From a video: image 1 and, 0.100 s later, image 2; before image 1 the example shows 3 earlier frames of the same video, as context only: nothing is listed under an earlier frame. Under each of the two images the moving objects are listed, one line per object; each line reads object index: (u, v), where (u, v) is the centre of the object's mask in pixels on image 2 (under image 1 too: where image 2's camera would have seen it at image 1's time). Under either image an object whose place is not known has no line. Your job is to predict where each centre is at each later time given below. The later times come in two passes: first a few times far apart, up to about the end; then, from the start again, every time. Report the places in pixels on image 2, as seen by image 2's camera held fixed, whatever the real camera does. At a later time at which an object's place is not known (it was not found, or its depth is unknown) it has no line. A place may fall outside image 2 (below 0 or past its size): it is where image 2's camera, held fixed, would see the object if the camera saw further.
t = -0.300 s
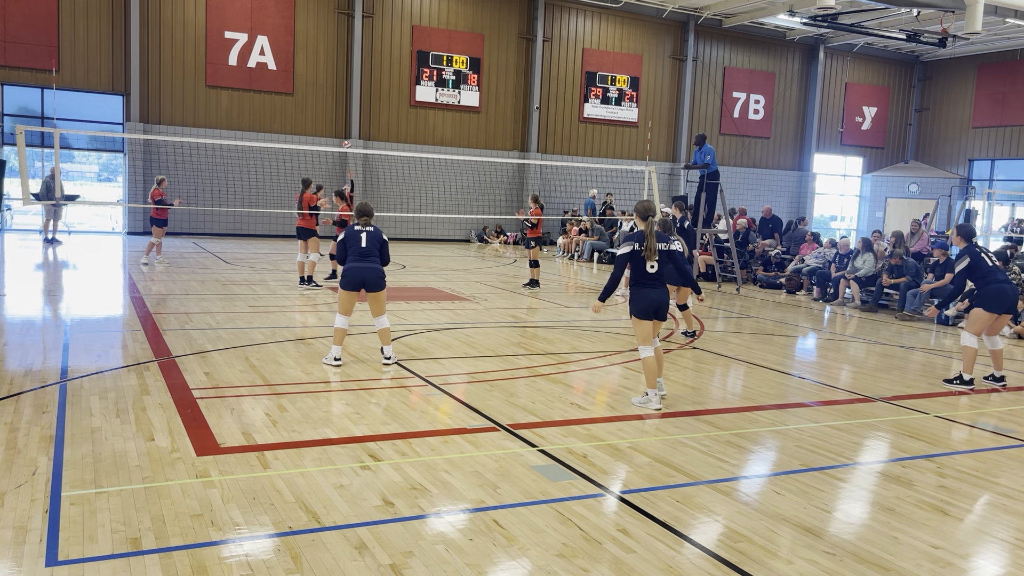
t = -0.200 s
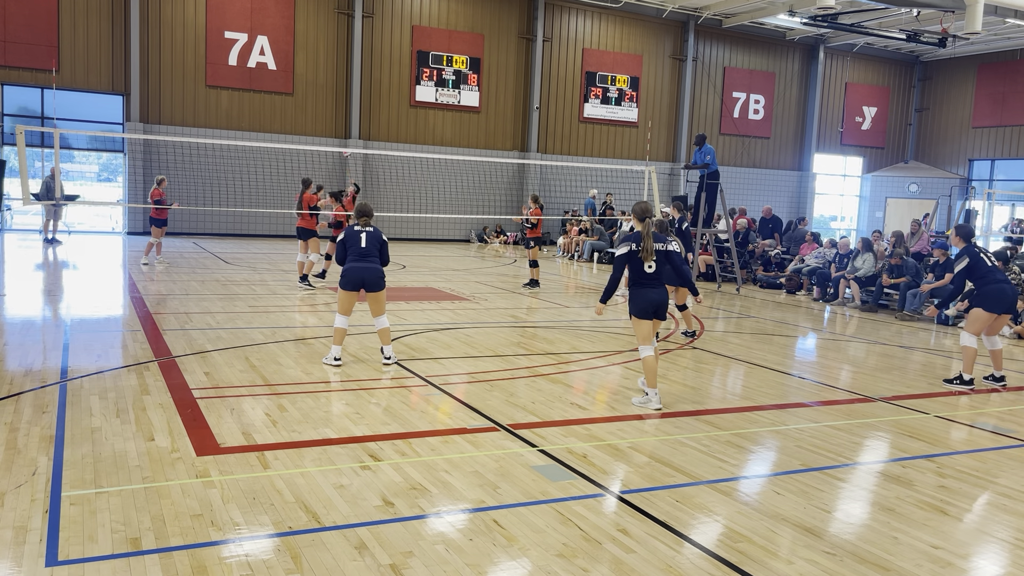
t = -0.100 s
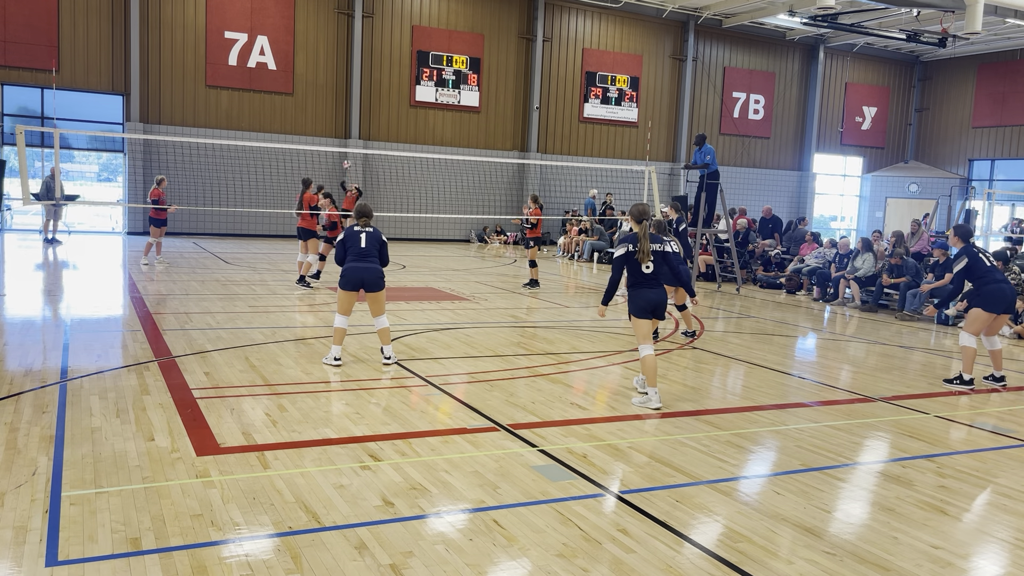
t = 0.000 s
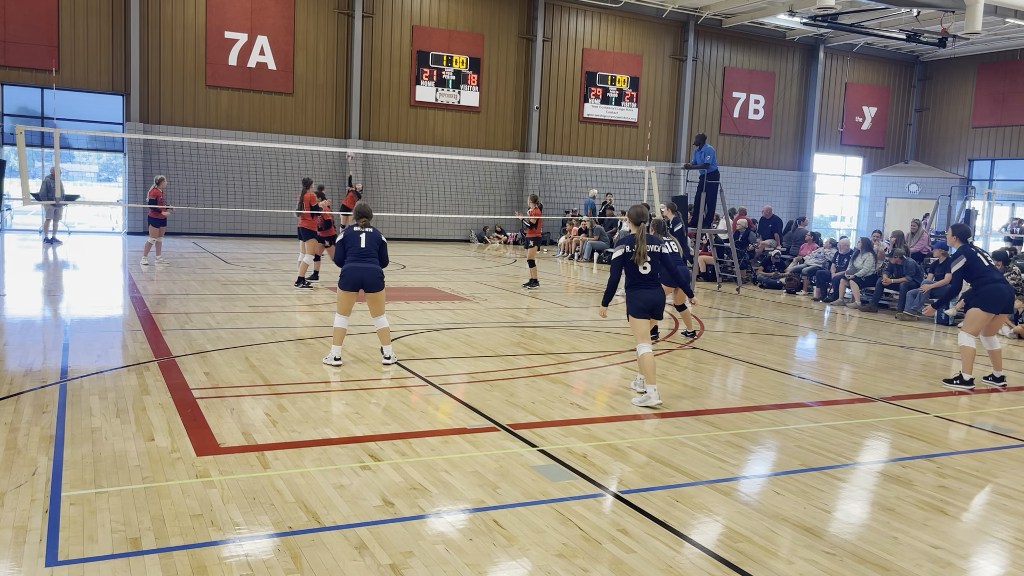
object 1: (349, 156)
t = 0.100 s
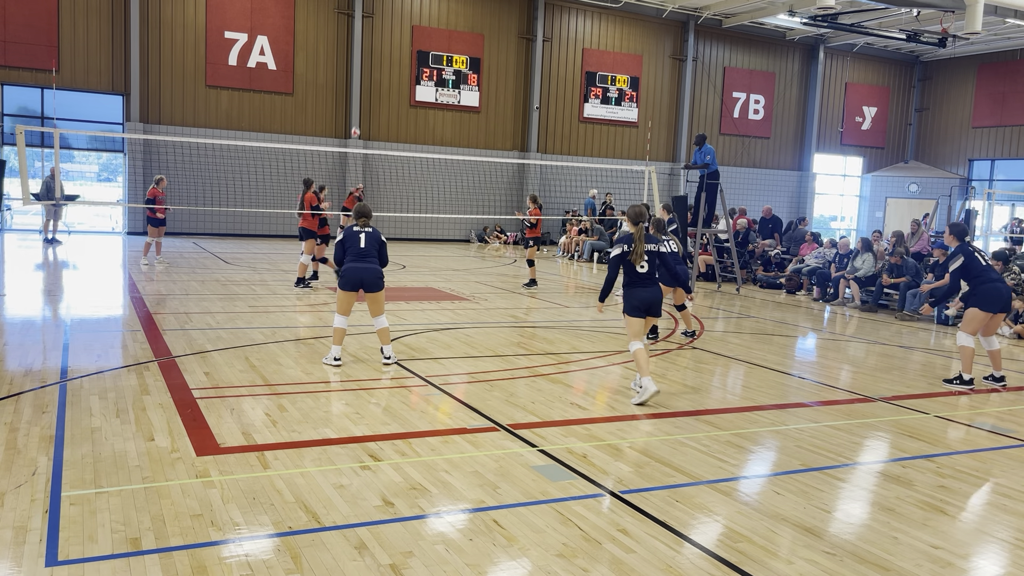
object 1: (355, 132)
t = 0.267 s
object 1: (362, 99)
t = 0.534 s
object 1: (372, 66)
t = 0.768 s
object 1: (381, 68)
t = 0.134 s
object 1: (357, 125)
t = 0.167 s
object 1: (358, 118)
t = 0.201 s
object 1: (359, 111)
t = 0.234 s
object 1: (361, 104)
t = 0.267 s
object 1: (362, 99)
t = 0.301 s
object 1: (364, 93)
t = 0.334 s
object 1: (365, 88)
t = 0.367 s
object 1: (366, 83)
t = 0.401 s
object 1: (367, 79)
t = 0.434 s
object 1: (369, 75)
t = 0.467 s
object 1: (370, 71)
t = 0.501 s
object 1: (371, 69)
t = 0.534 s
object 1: (372, 66)
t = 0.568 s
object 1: (373, 64)
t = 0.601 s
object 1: (374, 63)
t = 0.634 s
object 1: (375, 62)
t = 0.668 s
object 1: (377, 63)
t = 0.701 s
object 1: (378, 64)
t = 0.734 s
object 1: (379, 66)
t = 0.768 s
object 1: (381, 68)
